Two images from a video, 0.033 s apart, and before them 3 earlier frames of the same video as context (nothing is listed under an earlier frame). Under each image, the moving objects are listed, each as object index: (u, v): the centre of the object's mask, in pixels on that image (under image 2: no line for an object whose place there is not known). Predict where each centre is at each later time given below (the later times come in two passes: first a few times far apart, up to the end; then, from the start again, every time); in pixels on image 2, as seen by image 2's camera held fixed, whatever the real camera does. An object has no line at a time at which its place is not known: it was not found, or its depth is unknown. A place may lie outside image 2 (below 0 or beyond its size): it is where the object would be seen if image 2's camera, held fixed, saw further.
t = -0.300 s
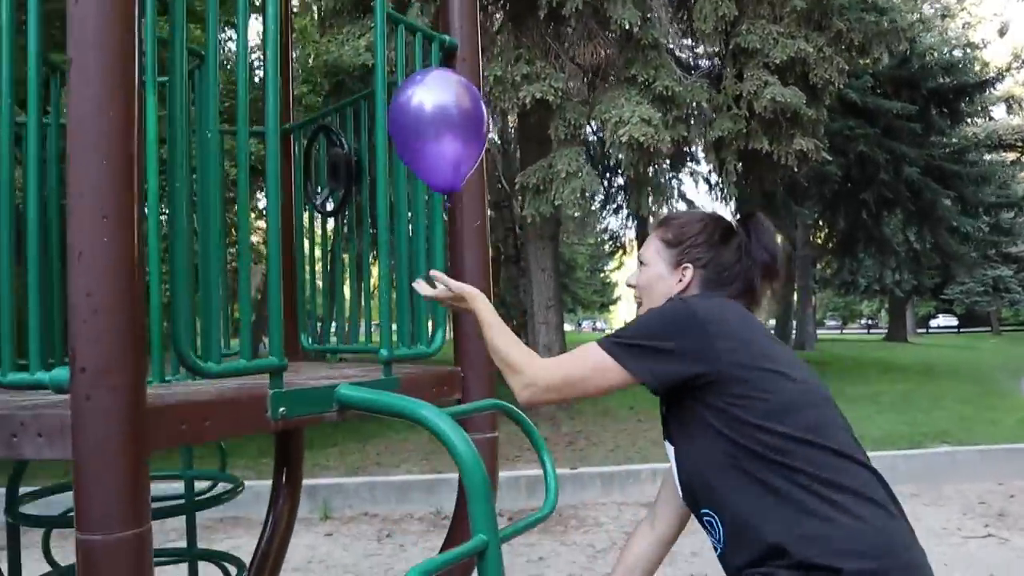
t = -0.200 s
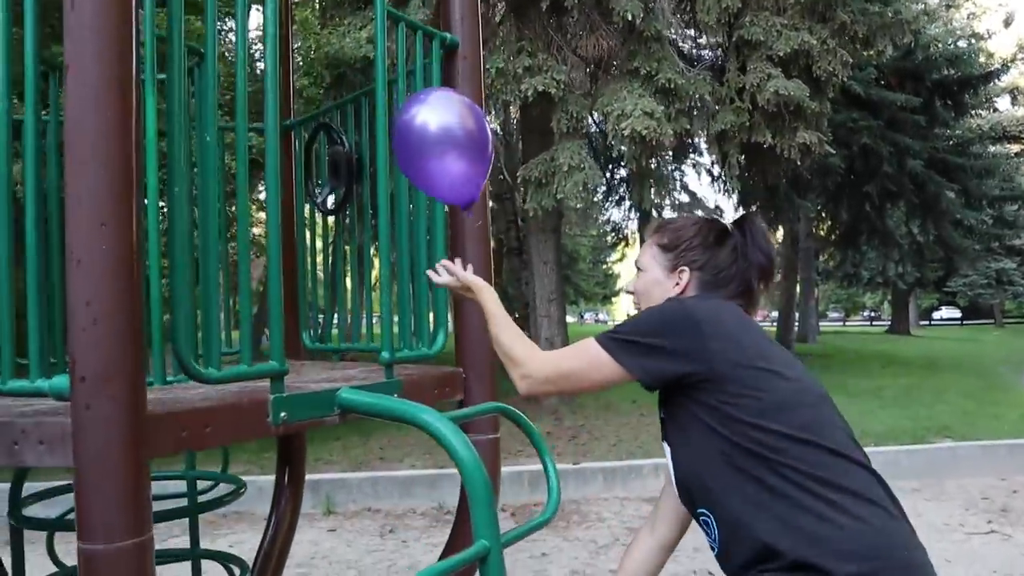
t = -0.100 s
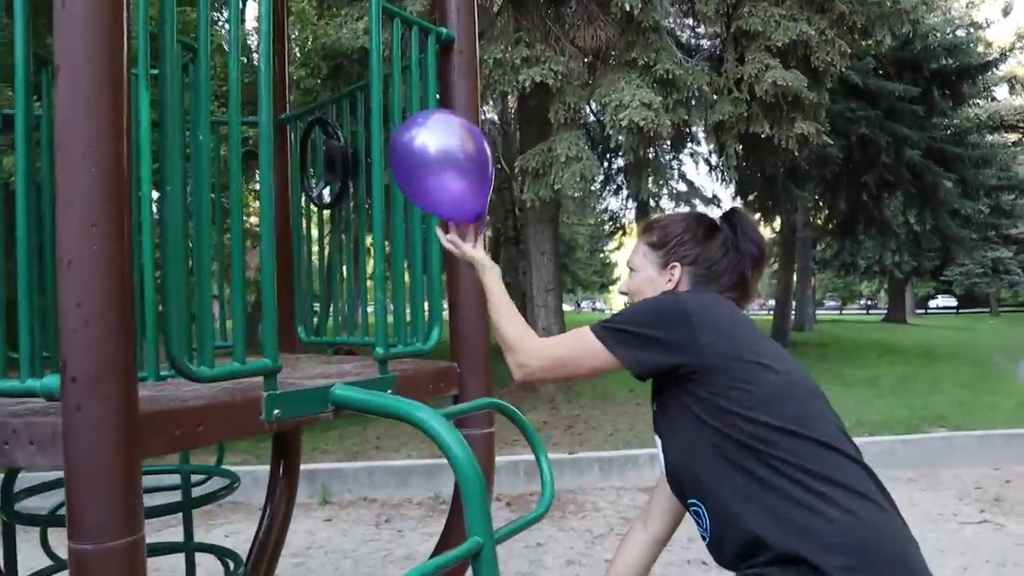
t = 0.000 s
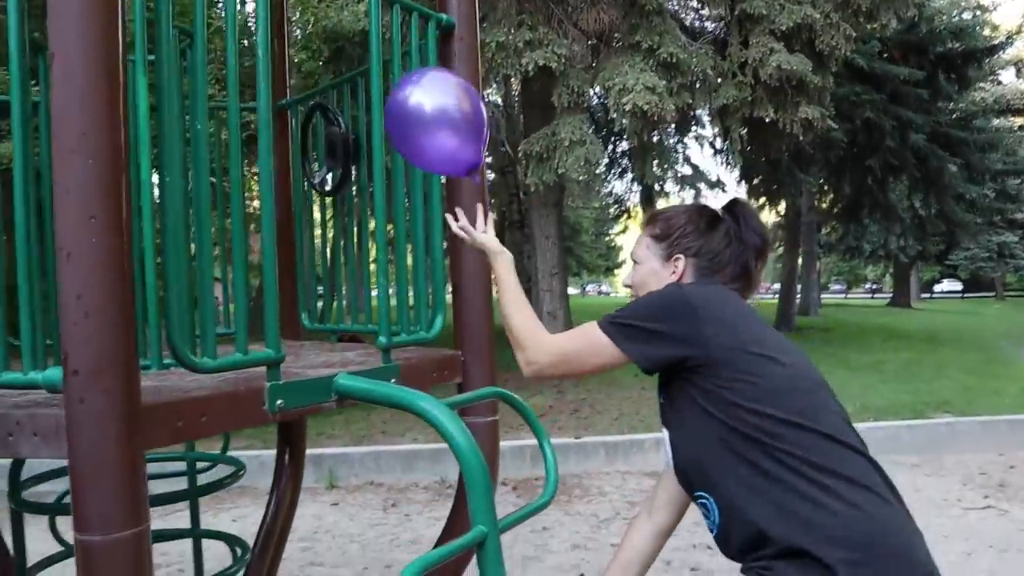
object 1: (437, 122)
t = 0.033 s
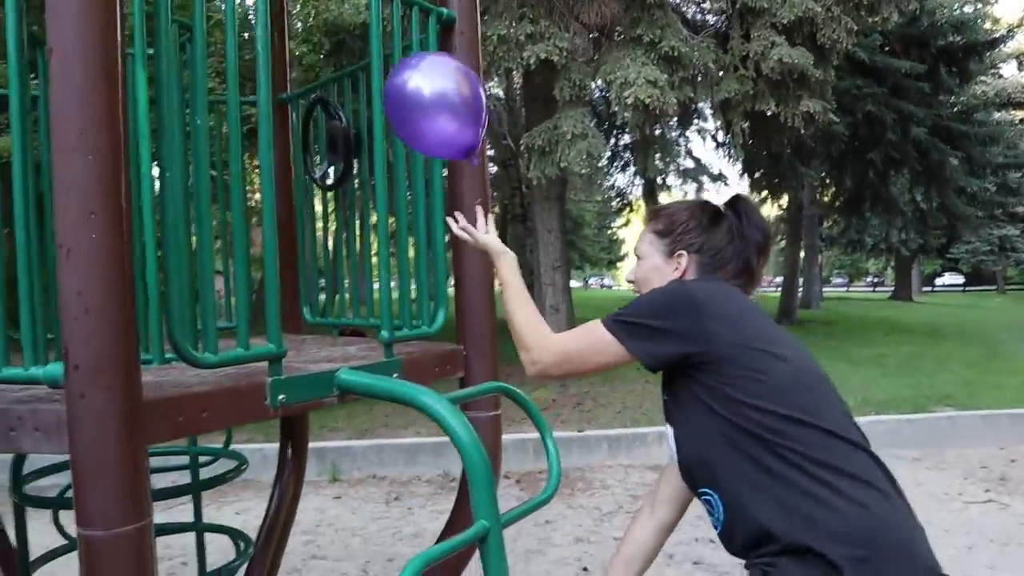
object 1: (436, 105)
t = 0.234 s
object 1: (426, 63)
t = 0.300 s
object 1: (424, 59)
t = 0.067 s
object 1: (433, 97)
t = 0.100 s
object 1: (432, 89)
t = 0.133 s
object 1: (430, 81)
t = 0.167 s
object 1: (428, 74)
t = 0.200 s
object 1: (427, 68)
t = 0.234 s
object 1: (426, 63)
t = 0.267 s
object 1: (425, 60)
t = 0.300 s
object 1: (424, 59)
